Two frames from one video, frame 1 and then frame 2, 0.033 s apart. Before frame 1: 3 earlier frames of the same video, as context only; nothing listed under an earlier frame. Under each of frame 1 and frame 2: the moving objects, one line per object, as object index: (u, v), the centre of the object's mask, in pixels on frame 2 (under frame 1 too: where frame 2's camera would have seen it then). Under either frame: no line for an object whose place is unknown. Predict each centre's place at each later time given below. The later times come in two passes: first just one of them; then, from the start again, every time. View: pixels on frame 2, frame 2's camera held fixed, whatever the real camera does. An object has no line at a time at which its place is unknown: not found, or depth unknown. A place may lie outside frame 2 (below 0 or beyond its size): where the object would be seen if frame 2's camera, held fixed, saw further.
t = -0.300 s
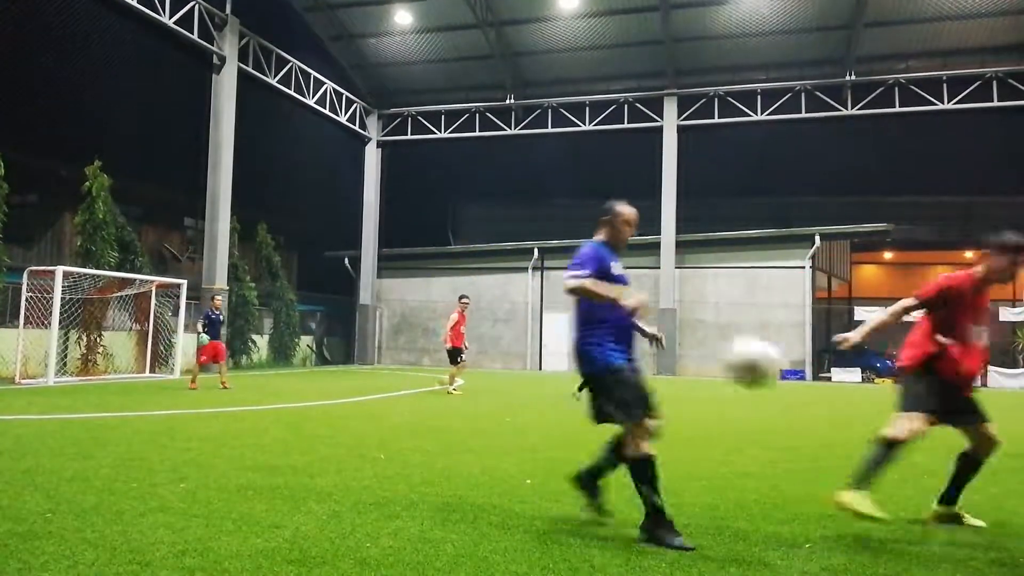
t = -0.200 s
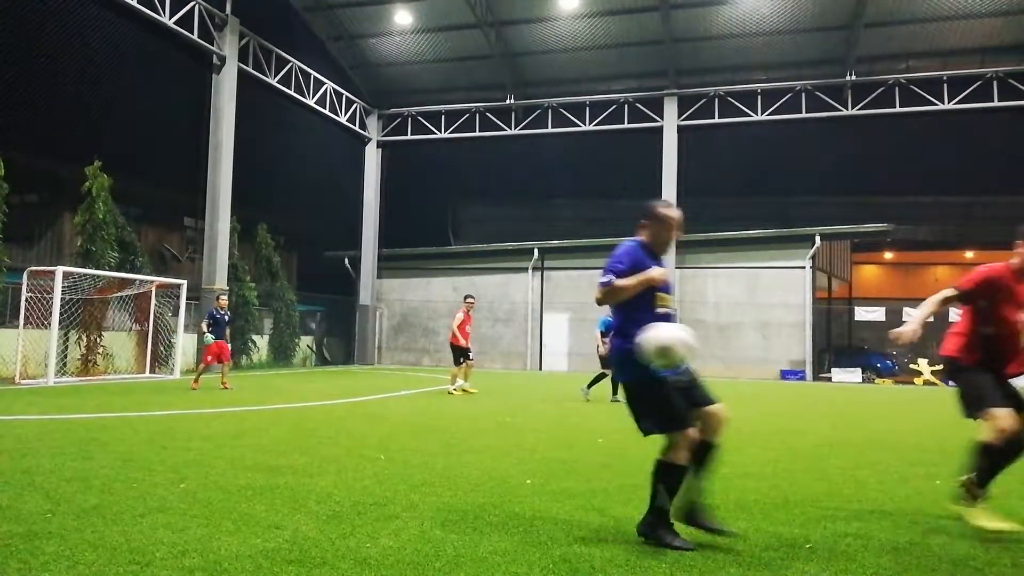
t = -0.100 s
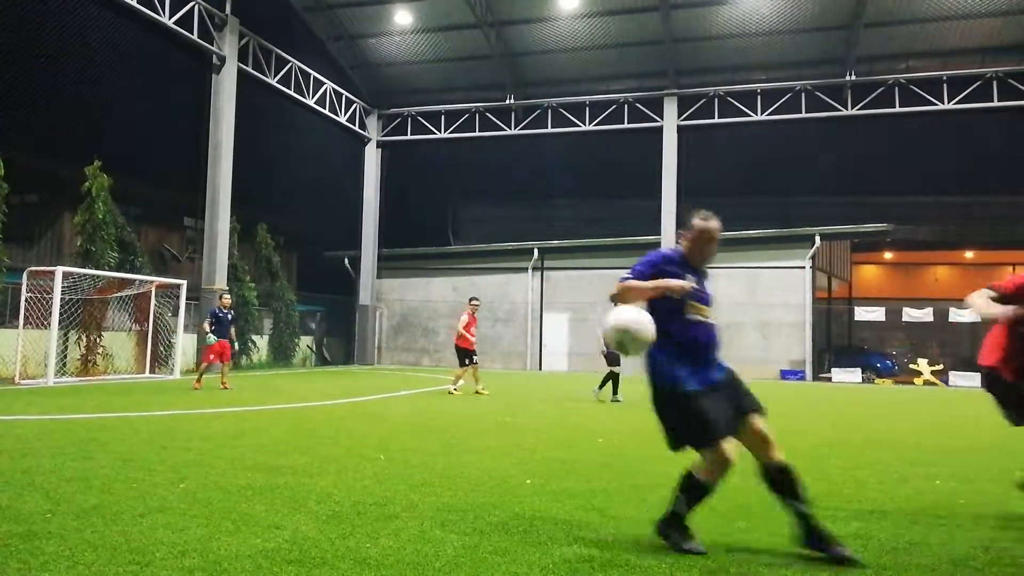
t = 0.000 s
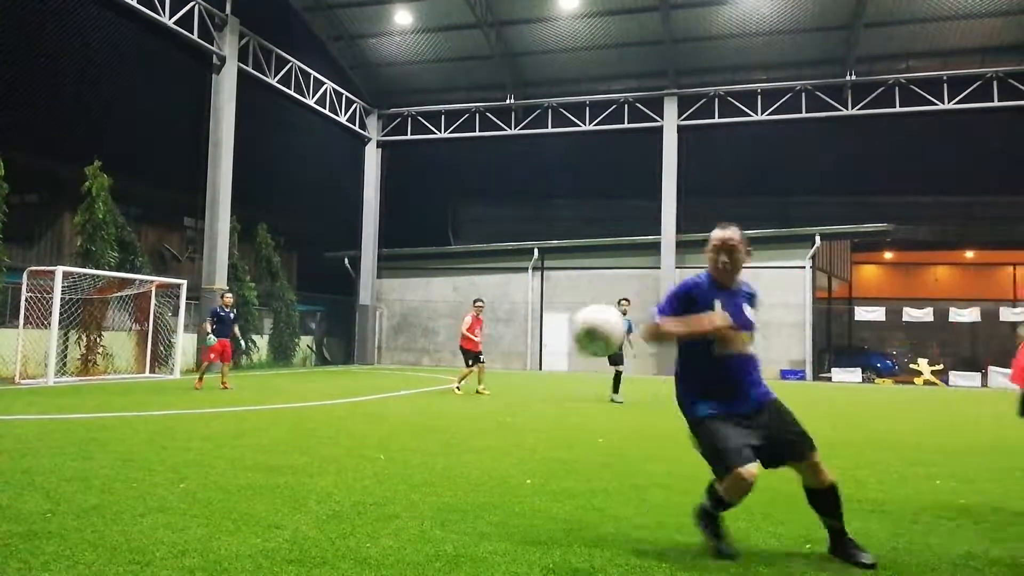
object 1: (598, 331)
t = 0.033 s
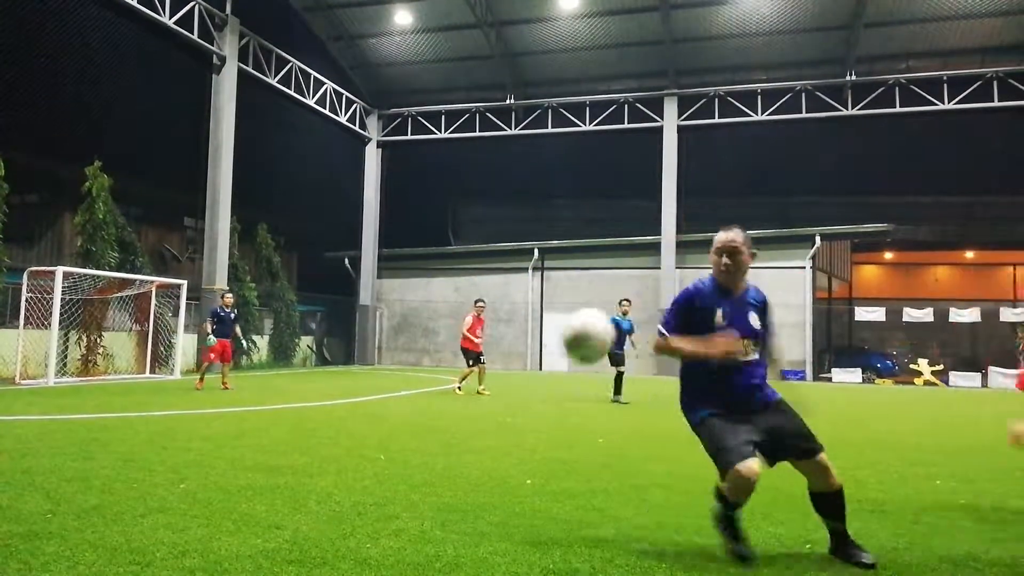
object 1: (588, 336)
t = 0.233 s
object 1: (503, 435)
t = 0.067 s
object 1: (577, 344)
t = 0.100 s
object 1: (563, 355)
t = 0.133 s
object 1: (549, 368)
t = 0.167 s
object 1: (534, 387)
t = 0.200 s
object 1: (518, 407)
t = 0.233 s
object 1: (503, 435)
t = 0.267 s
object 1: (490, 469)
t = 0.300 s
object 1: (471, 505)
